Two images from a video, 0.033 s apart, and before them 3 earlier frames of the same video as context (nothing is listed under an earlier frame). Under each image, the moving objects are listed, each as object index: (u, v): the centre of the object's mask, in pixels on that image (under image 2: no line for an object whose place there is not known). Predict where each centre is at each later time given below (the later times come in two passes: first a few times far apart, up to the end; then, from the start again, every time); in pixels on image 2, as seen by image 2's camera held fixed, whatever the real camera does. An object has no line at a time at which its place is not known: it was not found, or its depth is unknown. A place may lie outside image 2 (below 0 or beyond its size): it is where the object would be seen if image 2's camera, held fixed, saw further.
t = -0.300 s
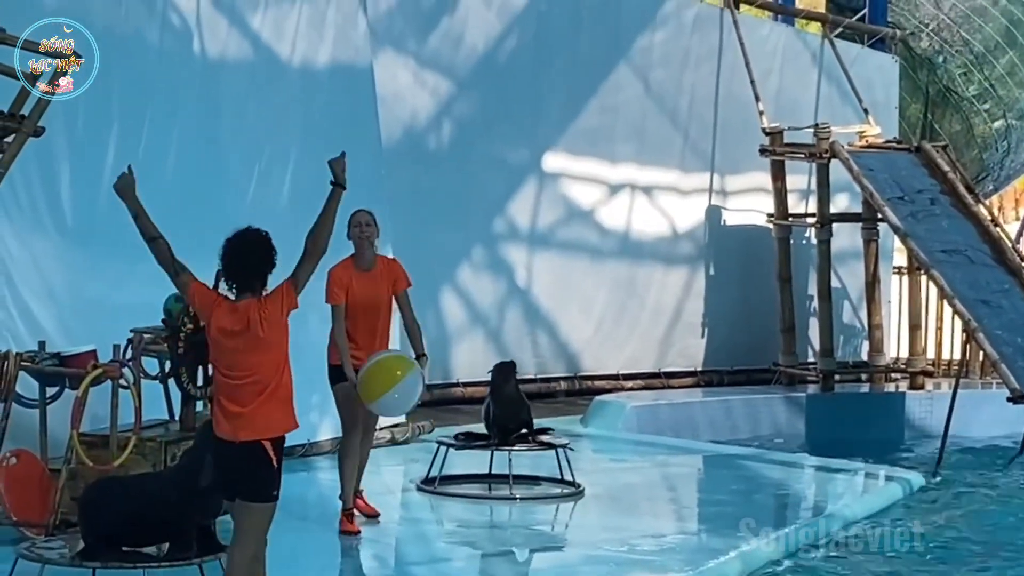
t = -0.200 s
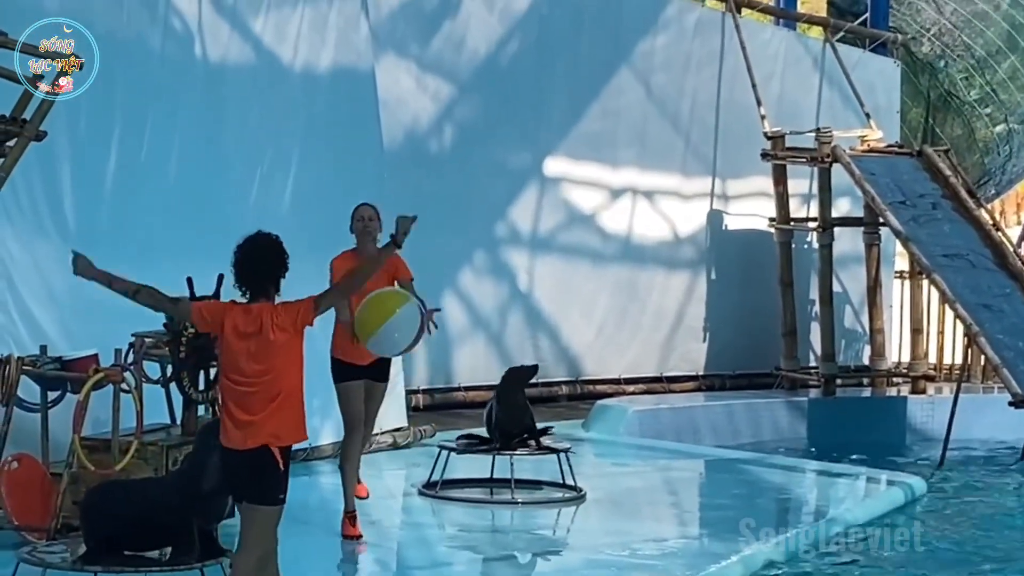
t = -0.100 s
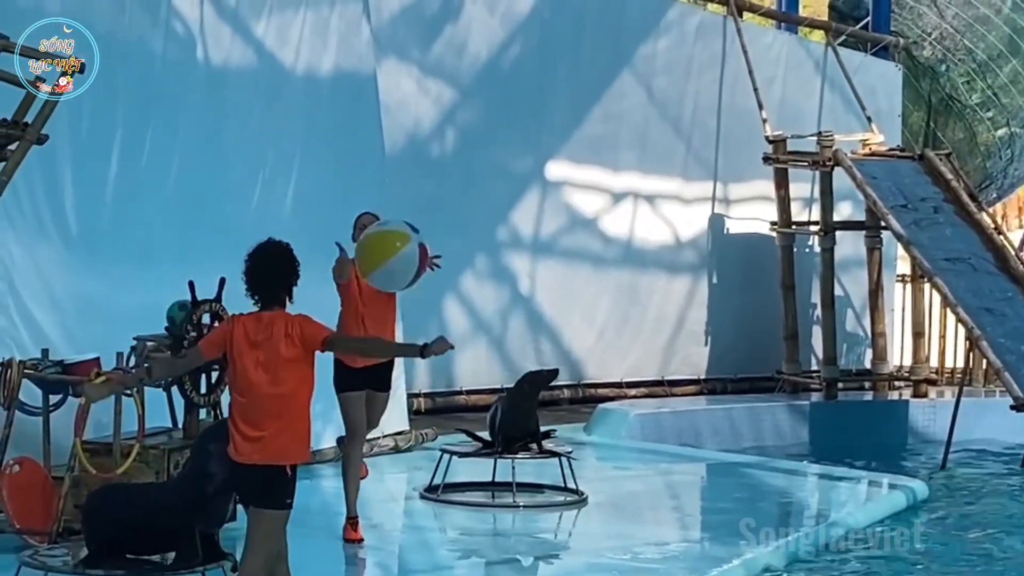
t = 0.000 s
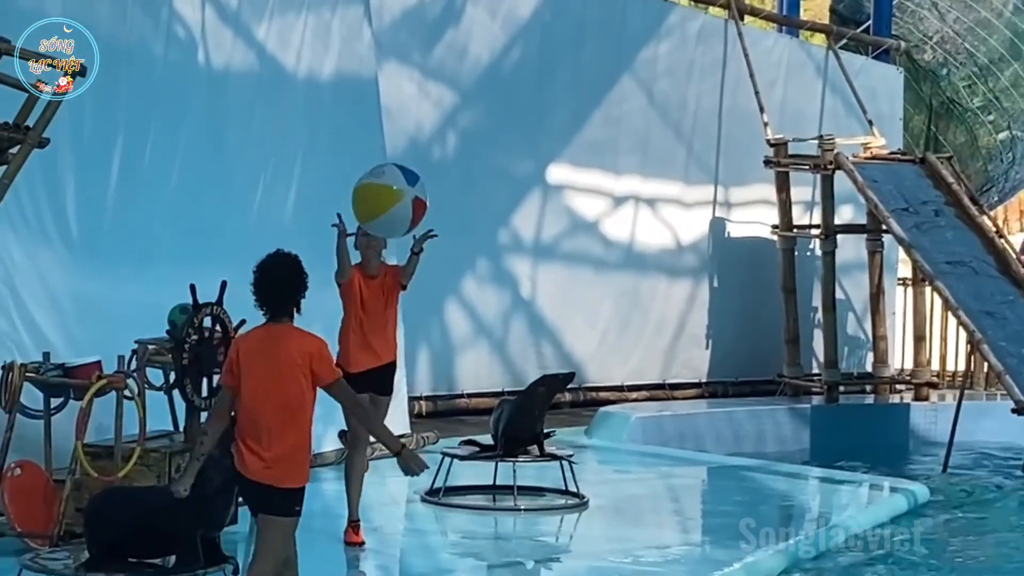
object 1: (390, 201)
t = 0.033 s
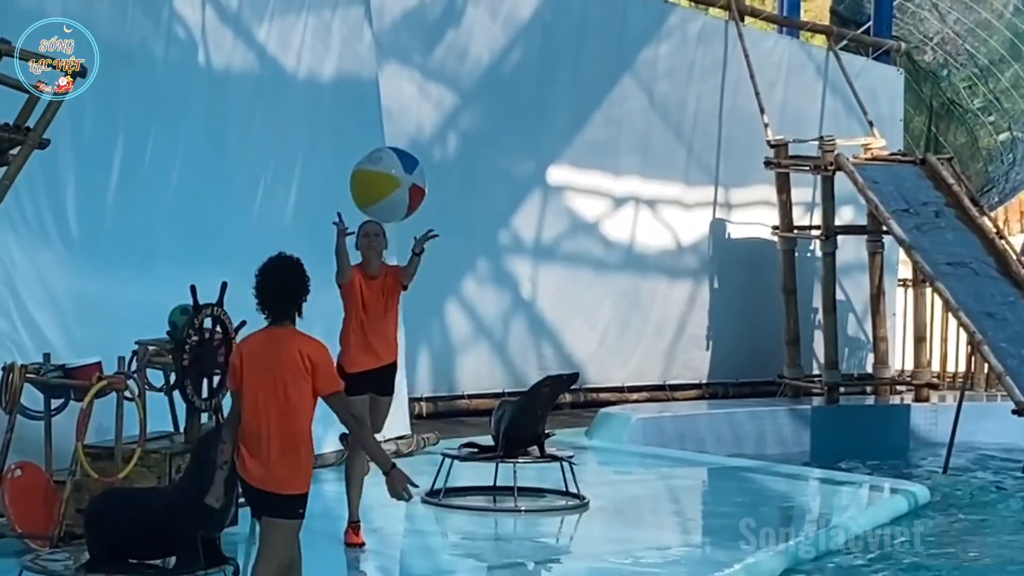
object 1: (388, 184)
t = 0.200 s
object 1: (375, 118)
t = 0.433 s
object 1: (352, 90)
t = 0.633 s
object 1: (329, 135)
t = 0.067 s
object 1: (386, 169)
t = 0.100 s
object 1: (384, 154)
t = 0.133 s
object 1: (381, 141)
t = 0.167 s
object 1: (378, 129)
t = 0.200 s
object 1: (375, 118)
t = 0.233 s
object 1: (372, 109)
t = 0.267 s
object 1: (369, 102)
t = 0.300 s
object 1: (366, 96)
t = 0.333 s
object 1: (362, 92)
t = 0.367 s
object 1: (359, 89)
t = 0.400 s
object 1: (356, 89)
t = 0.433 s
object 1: (352, 90)
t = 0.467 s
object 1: (348, 93)
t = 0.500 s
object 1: (345, 98)
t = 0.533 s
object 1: (341, 104)
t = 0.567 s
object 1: (337, 113)
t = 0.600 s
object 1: (333, 123)
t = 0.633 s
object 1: (329, 135)
